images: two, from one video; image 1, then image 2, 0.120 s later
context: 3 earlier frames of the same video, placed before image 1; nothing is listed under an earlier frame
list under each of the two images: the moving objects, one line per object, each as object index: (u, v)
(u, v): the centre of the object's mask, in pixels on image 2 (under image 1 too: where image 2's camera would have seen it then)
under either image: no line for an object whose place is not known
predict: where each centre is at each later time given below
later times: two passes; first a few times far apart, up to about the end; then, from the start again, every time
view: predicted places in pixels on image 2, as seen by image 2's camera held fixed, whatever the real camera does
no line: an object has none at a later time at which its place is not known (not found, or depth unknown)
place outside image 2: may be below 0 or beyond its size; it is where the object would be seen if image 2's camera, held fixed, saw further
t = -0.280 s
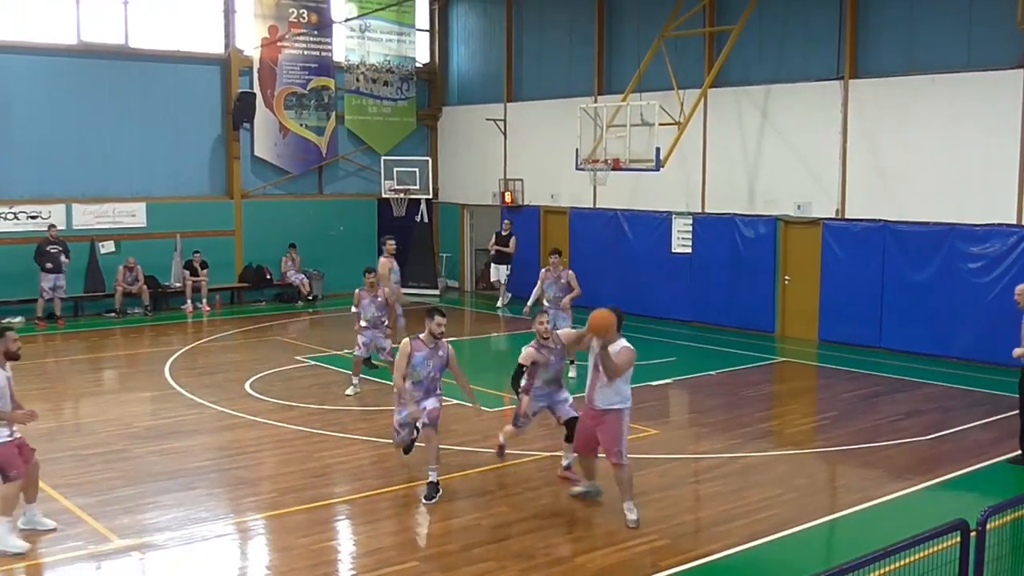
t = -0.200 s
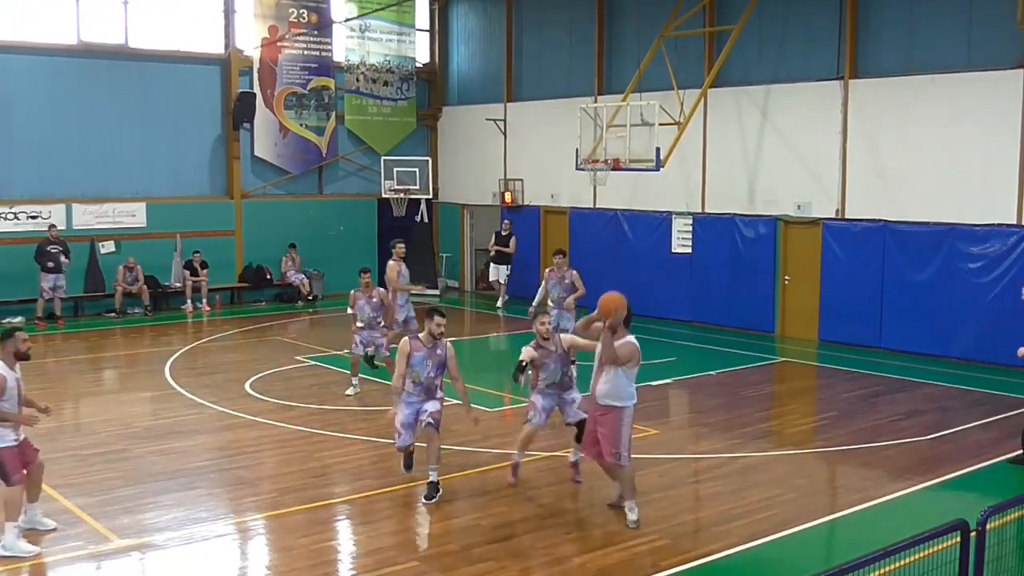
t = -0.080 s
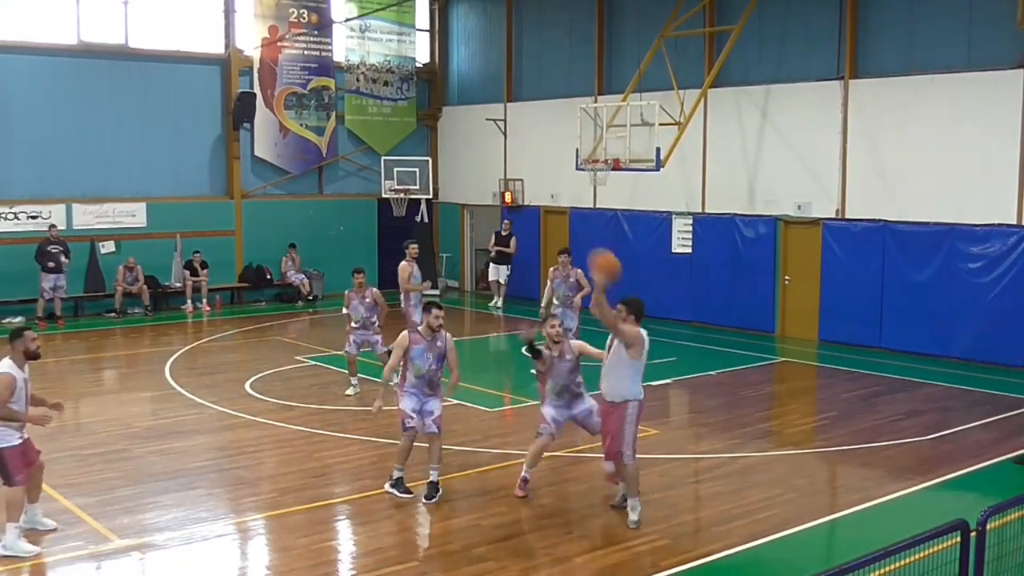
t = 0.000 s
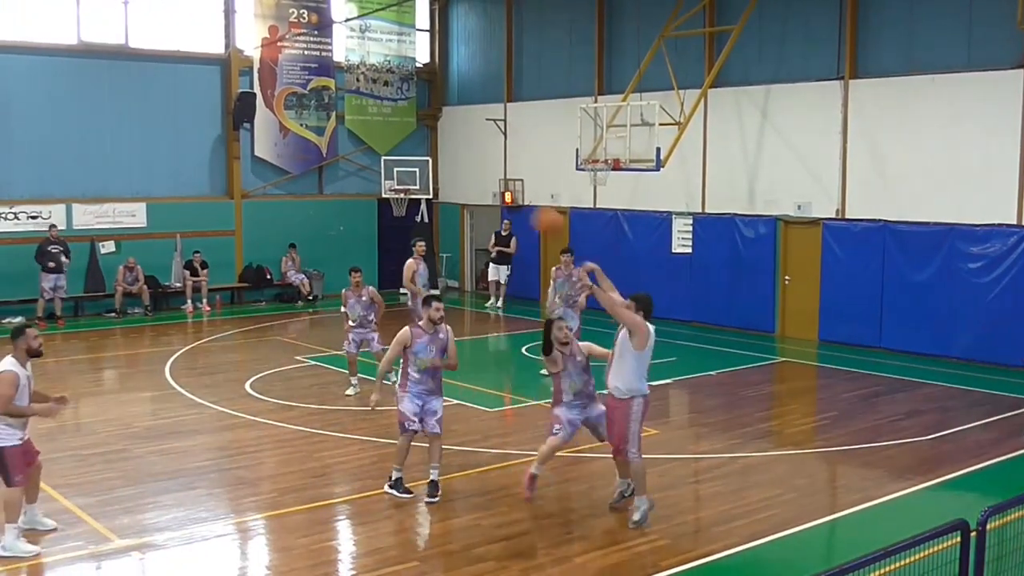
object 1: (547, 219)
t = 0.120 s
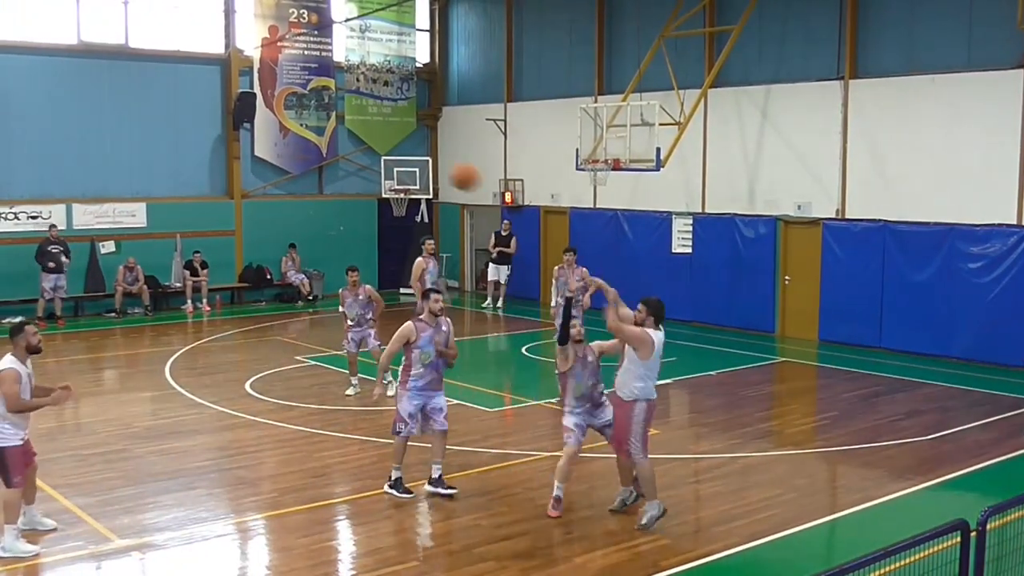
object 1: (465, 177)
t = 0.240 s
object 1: (387, 148)
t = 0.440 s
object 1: (271, 140)
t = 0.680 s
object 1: (157, 176)
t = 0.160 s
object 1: (437, 165)
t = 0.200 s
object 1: (411, 155)
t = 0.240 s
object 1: (387, 148)
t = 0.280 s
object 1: (363, 143)
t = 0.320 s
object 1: (339, 140)
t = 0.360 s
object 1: (316, 138)
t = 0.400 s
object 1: (293, 139)
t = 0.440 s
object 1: (271, 140)
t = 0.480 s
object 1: (251, 142)
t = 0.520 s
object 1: (230, 144)
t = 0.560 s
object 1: (212, 151)
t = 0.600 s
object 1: (192, 158)
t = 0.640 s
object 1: (175, 167)
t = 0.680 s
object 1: (157, 176)
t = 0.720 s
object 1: (141, 187)
